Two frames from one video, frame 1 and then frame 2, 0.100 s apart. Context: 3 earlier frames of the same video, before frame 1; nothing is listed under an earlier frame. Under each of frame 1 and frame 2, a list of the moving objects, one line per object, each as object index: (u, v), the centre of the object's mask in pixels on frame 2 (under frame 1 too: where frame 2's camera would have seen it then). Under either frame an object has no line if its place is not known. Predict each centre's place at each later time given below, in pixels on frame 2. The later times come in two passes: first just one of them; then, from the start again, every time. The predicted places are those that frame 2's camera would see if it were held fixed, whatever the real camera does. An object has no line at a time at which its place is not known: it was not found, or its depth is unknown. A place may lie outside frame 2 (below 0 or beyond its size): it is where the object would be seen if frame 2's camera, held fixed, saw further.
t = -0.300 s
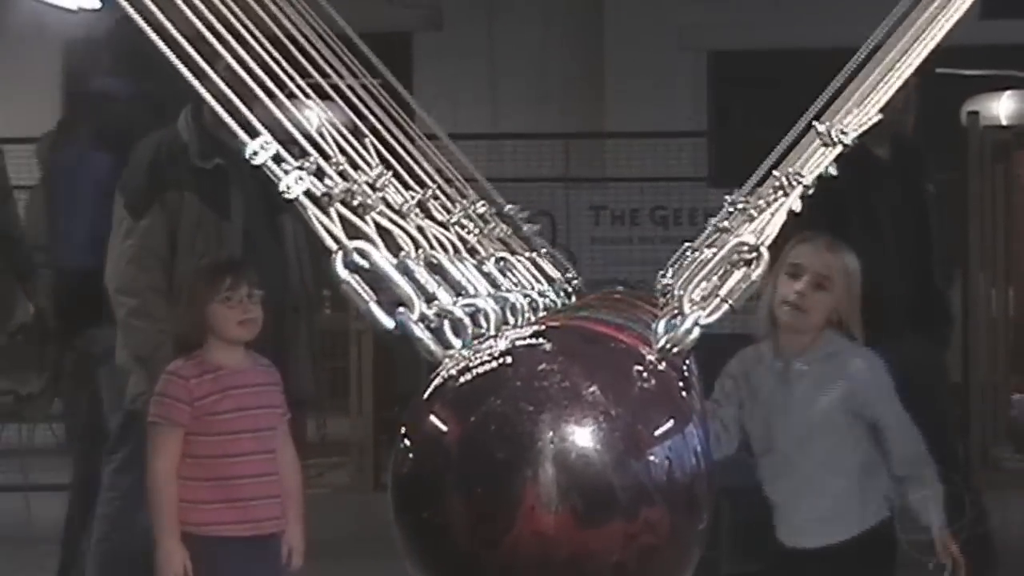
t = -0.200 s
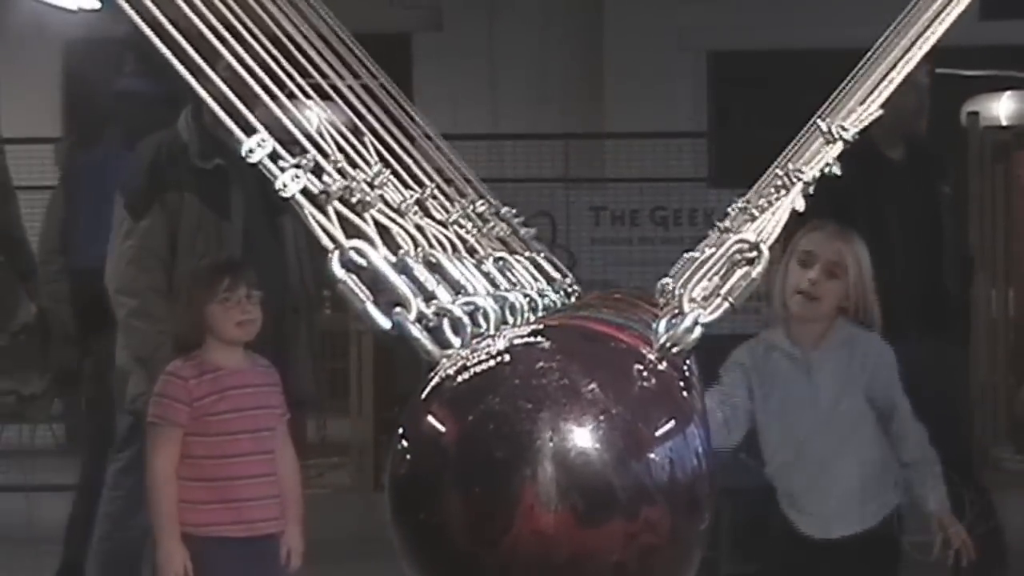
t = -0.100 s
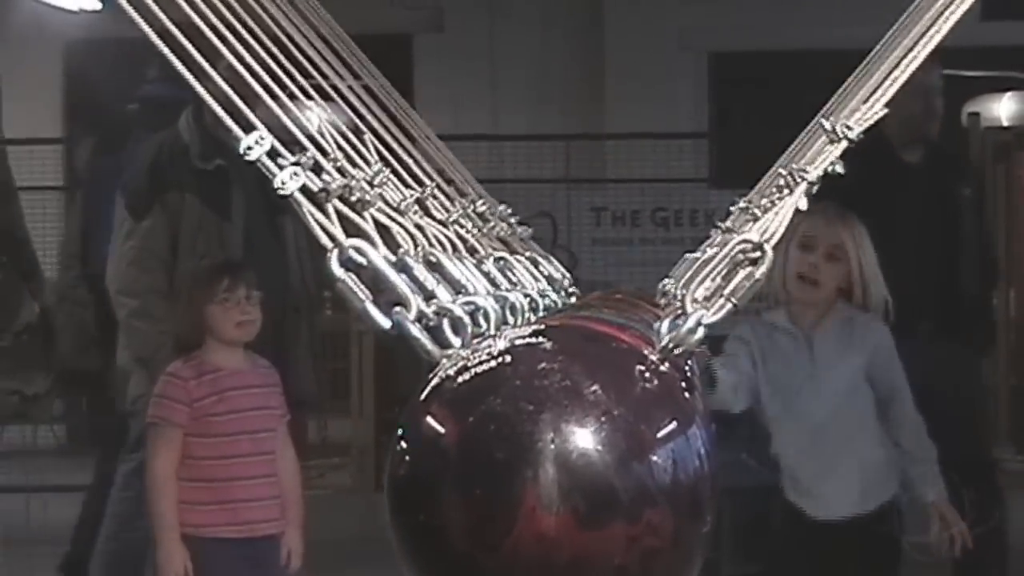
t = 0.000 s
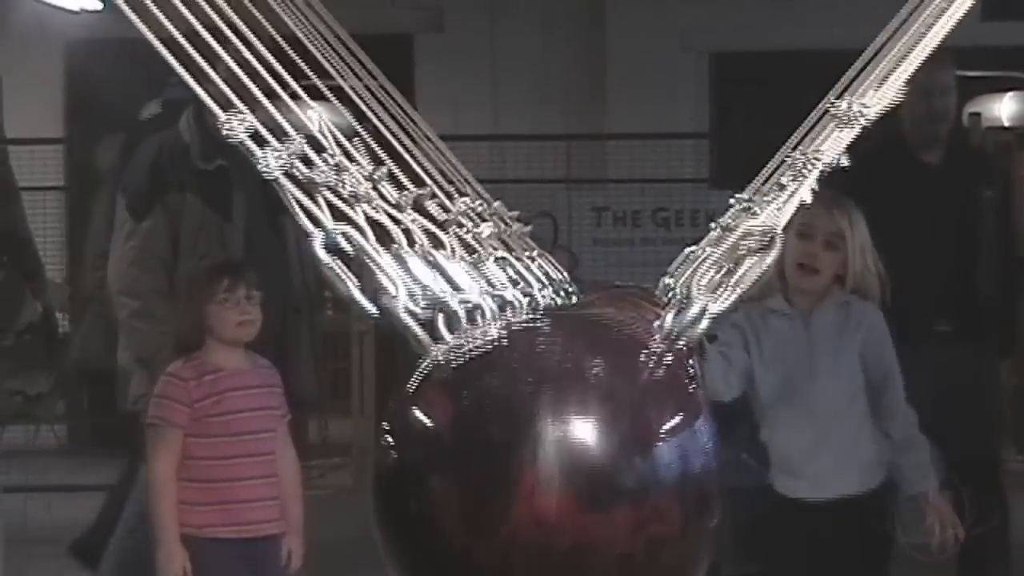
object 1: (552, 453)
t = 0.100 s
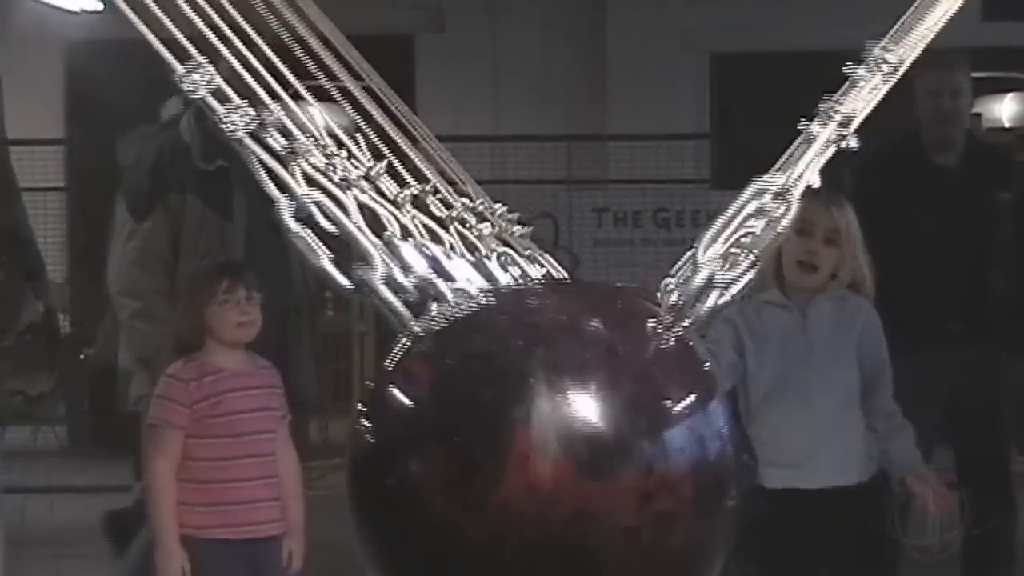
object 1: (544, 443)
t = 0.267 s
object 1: (529, 394)
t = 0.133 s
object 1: (540, 439)
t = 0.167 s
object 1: (536, 431)
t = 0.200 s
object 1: (535, 422)
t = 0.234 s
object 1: (531, 410)
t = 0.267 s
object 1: (529, 394)
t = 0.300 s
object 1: (525, 381)
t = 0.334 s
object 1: (520, 363)
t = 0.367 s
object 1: (517, 350)
